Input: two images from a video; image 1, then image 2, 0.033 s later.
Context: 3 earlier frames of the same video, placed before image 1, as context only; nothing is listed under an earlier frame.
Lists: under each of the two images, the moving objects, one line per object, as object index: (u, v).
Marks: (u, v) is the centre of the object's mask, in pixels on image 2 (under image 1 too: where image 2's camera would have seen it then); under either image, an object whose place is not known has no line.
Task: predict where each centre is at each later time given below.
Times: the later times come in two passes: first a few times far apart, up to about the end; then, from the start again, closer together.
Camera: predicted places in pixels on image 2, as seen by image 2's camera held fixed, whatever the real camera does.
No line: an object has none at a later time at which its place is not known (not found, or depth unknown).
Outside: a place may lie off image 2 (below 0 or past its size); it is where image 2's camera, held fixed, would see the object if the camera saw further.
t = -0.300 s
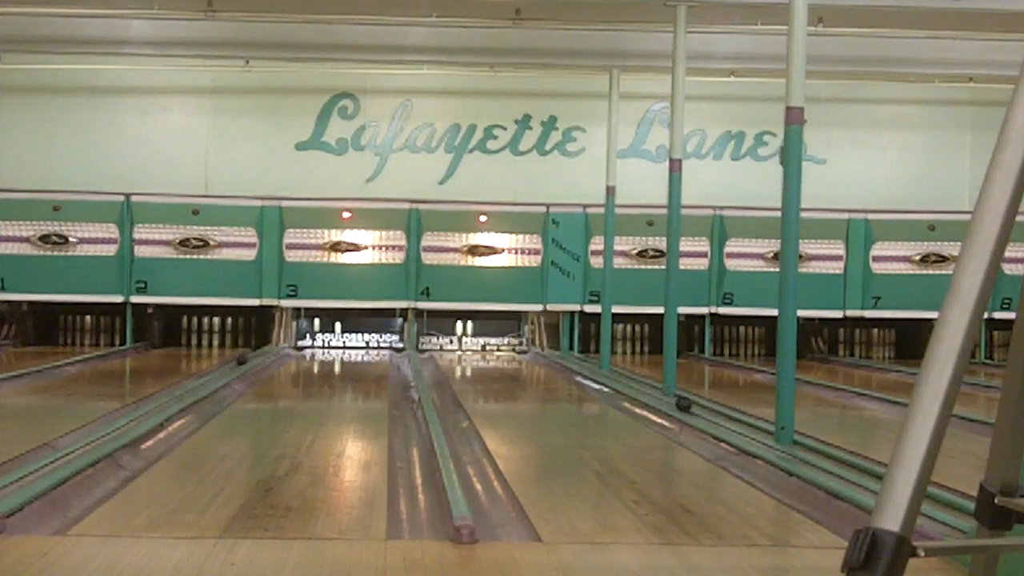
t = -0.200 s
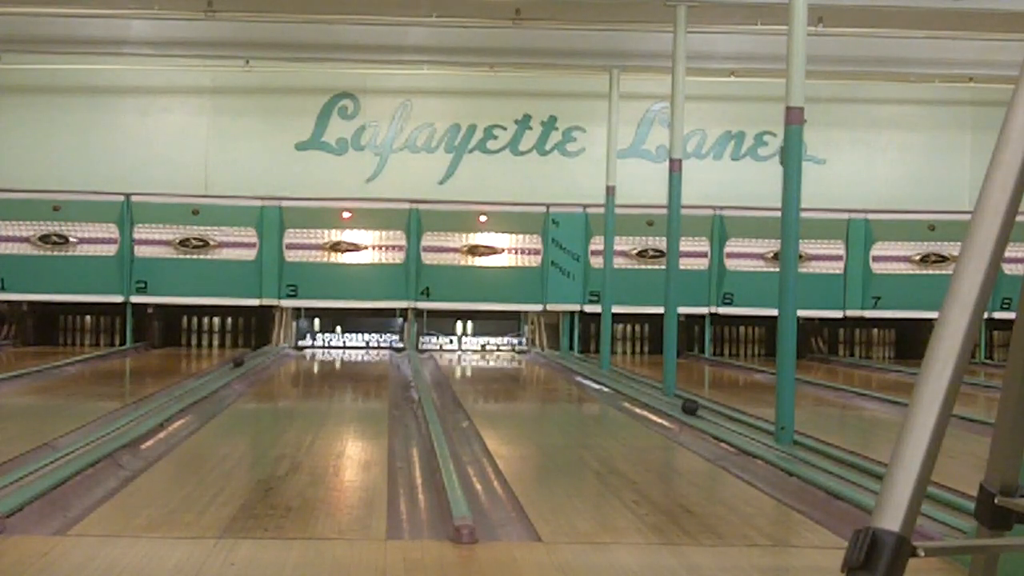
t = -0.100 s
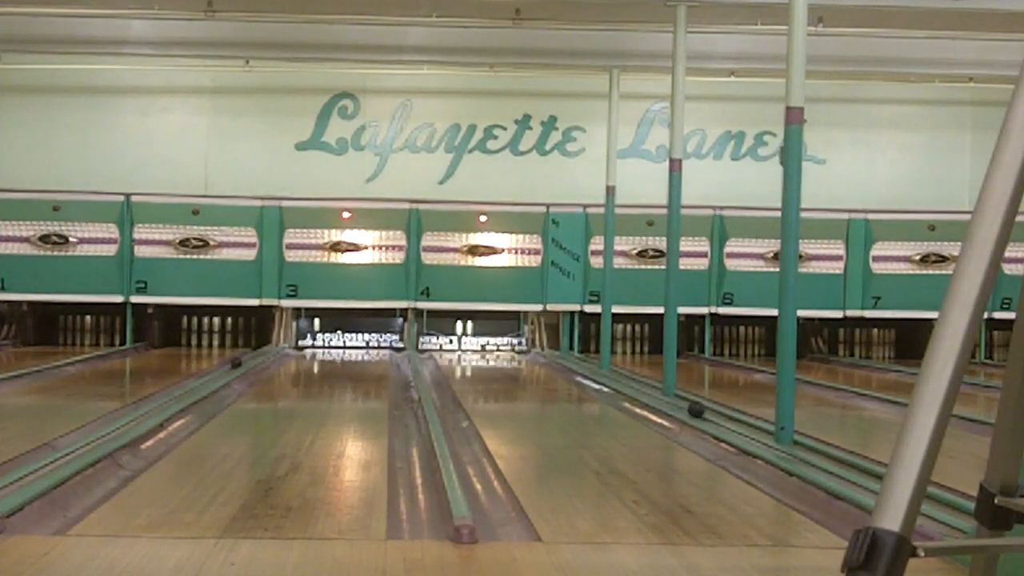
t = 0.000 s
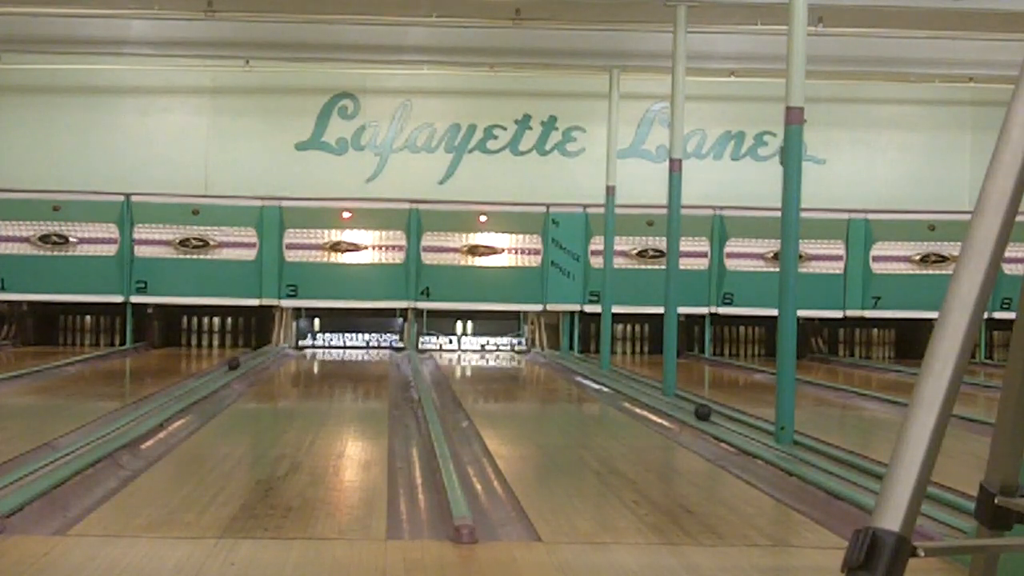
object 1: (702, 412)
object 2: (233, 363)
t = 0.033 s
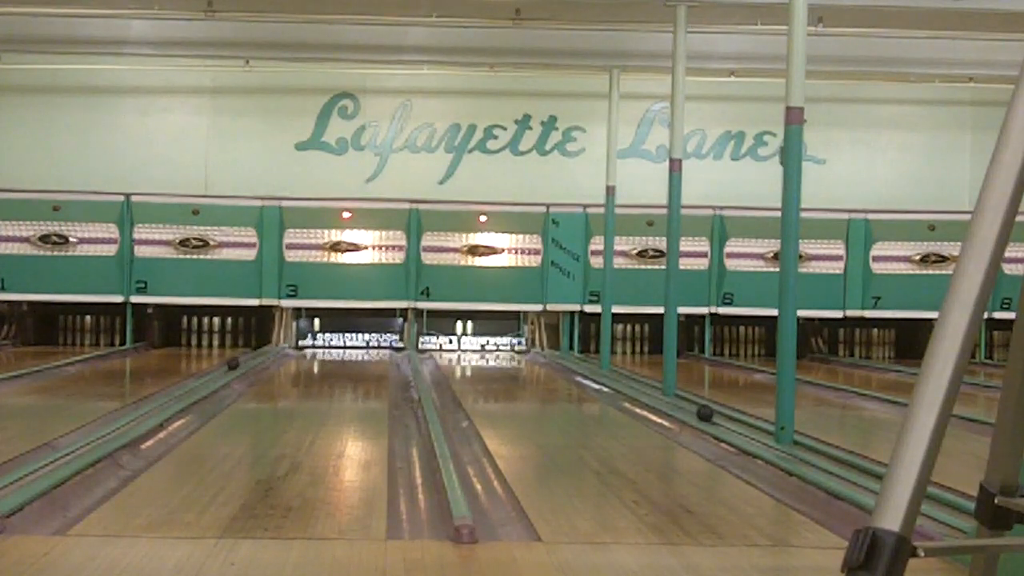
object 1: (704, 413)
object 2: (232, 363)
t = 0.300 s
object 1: (724, 421)
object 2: (225, 368)
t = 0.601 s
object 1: (749, 431)
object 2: (216, 372)
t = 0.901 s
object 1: (777, 444)
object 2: (206, 377)
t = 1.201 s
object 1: (810, 457)
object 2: (194, 384)
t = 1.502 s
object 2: (182, 390)
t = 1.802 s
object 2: (167, 397)
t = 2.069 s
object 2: (154, 404)
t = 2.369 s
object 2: (136, 413)
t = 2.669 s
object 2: (115, 425)
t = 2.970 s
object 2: (91, 436)
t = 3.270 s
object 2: (63, 450)
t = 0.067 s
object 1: (707, 414)
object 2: (232, 364)
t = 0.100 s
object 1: (709, 415)
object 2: (231, 364)
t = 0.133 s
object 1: (712, 416)
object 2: (230, 365)
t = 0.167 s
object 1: (714, 417)
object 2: (228, 366)
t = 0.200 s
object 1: (716, 418)
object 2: (228, 366)
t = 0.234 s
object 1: (718, 419)
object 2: (227, 367)
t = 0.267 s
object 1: (721, 420)
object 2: (225, 368)
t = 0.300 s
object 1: (724, 421)
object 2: (225, 368)
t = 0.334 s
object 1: (726, 422)
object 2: (223, 369)
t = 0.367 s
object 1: (729, 423)
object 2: (223, 369)
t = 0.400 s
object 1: (731, 424)
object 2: (222, 369)
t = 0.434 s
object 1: (734, 425)
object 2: (221, 370)
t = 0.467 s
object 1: (737, 427)
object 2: (220, 370)
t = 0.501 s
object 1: (740, 428)
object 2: (219, 371)
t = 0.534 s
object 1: (743, 429)
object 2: (218, 371)
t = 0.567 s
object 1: (745, 430)
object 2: (217, 371)
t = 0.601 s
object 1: (749, 431)
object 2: (216, 372)
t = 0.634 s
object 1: (752, 432)
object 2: (215, 373)
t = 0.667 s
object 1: (754, 433)
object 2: (214, 373)
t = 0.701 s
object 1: (757, 435)
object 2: (213, 374)
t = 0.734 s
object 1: (760, 436)
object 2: (211, 375)
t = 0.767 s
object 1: (763, 438)
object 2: (210, 376)
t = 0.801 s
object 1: (766, 439)
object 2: (209, 376)
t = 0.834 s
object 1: (770, 441)
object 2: (208, 377)
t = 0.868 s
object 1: (773, 442)
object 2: (207, 377)
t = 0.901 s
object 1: (777, 444)
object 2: (206, 377)
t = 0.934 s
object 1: (780, 445)
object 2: (204, 378)
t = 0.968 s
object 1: (784, 446)
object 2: (203, 379)
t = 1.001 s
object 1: (788, 448)
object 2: (202, 380)
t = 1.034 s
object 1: (791, 449)
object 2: (200, 381)
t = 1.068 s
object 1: (795, 451)
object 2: (199, 381)
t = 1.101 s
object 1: (798, 453)
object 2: (198, 382)
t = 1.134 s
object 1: (802, 454)
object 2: (197, 382)
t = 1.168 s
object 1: (805, 456)
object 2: (196, 383)
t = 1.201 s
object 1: (810, 457)
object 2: (194, 384)
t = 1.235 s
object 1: (813, 458)
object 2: (193, 385)
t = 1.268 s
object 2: (191, 385)
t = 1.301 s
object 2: (190, 386)
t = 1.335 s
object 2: (189, 387)
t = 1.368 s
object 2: (187, 387)
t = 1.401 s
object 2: (186, 388)
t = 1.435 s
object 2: (184, 389)
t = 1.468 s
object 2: (183, 390)
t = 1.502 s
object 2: (182, 390)
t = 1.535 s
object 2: (180, 391)
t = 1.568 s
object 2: (178, 391)
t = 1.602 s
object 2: (177, 392)
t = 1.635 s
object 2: (175, 393)
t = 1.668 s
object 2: (174, 394)
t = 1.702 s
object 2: (173, 394)
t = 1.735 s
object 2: (171, 395)
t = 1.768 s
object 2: (169, 396)
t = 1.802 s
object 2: (167, 397)
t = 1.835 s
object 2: (166, 398)
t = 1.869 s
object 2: (164, 398)
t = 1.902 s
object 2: (162, 399)
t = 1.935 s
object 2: (161, 400)
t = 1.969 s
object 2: (159, 401)
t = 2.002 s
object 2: (157, 402)
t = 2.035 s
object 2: (156, 403)
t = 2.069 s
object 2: (154, 404)
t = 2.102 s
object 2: (152, 405)
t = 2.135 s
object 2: (150, 406)
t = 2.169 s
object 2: (148, 407)
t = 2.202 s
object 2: (146, 408)
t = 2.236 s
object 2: (144, 409)
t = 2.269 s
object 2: (142, 410)
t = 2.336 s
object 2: (138, 412)
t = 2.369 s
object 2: (136, 413)
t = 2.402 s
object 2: (133, 415)
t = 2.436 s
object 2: (131, 416)
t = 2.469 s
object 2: (129, 417)
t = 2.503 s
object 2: (127, 419)
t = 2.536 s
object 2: (125, 419)
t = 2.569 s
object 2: (123, 421)
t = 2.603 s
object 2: (120, 422)
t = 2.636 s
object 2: (118, 423)
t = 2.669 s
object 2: (115, 425)
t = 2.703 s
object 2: (113, 426)
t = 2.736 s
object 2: (111, 427)
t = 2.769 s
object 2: (108, 428)
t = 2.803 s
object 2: (105, 430)
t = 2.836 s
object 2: (102, 431)
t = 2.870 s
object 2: (99, 433)
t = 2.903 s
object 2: (96, 434)
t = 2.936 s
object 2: (94, 435)
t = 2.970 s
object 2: (91, 436)
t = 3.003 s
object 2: (88, 438)
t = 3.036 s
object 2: (85, 439)
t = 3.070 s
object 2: (82, 441)
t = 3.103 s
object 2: (79, 443)
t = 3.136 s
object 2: (76, 444)
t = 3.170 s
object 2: (72, 445)
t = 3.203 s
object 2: (69, 447)
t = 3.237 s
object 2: (66, 448)
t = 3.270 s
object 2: (63, 450)
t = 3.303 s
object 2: (59, 452)
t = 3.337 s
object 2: (55, 454)
